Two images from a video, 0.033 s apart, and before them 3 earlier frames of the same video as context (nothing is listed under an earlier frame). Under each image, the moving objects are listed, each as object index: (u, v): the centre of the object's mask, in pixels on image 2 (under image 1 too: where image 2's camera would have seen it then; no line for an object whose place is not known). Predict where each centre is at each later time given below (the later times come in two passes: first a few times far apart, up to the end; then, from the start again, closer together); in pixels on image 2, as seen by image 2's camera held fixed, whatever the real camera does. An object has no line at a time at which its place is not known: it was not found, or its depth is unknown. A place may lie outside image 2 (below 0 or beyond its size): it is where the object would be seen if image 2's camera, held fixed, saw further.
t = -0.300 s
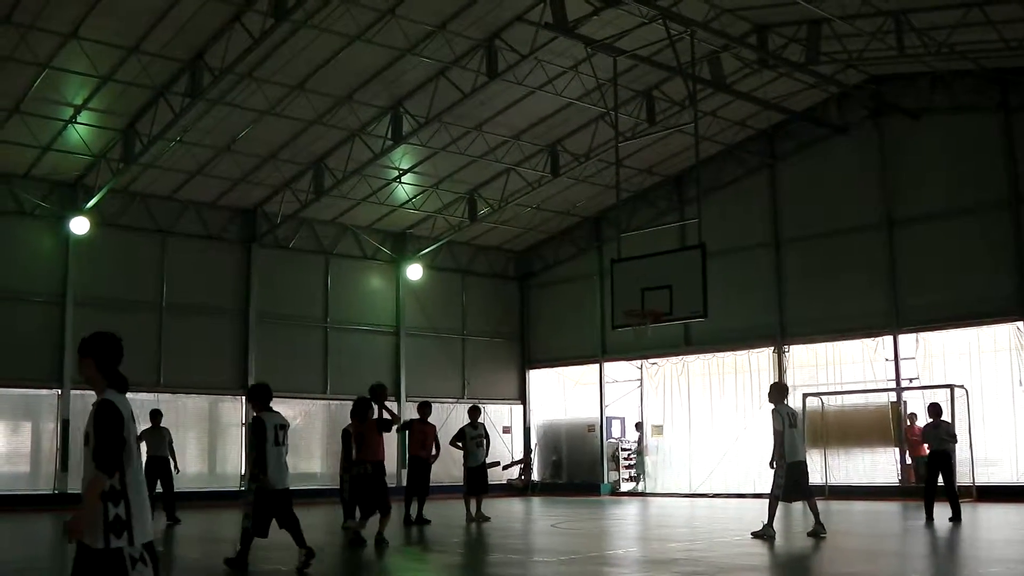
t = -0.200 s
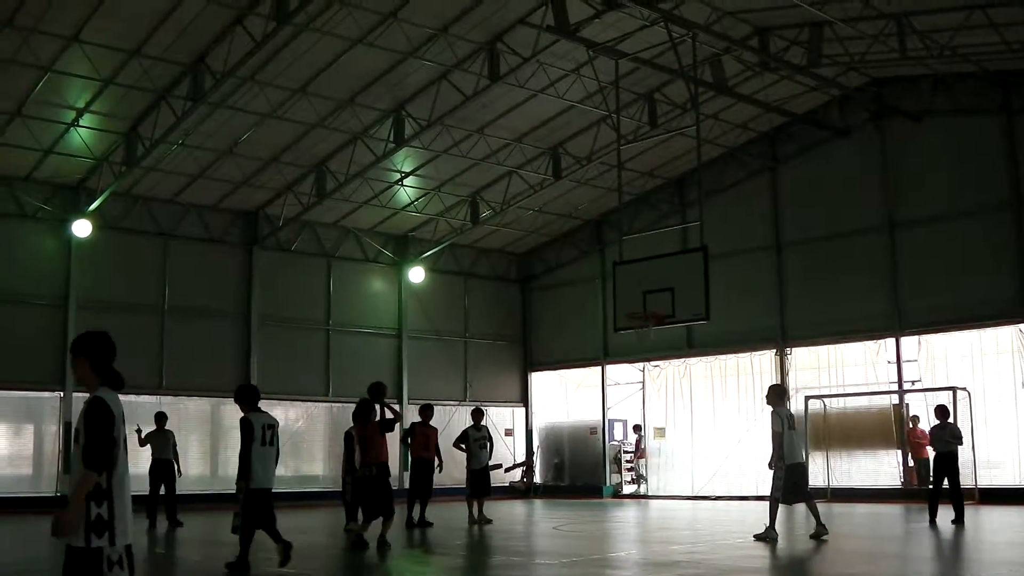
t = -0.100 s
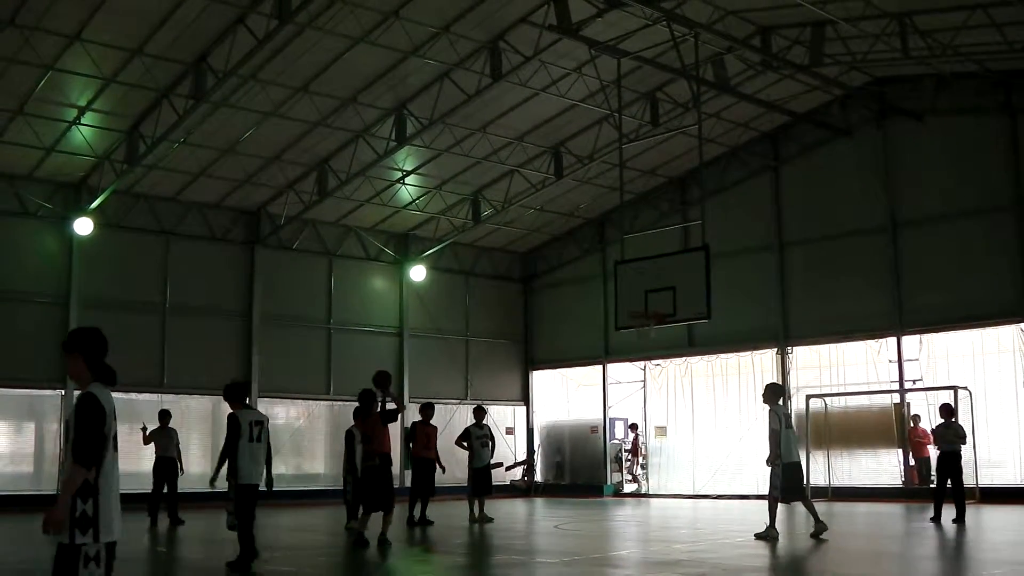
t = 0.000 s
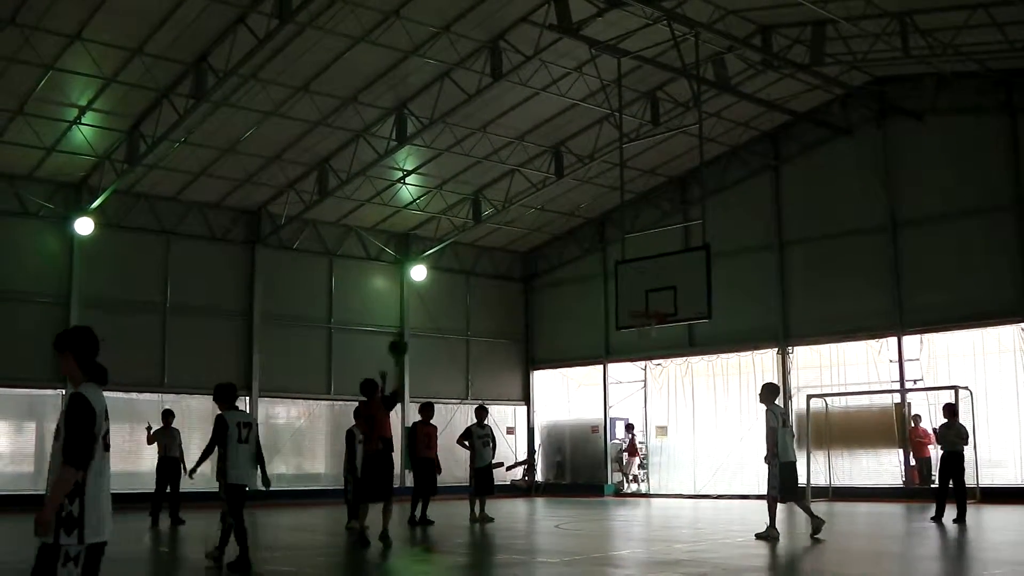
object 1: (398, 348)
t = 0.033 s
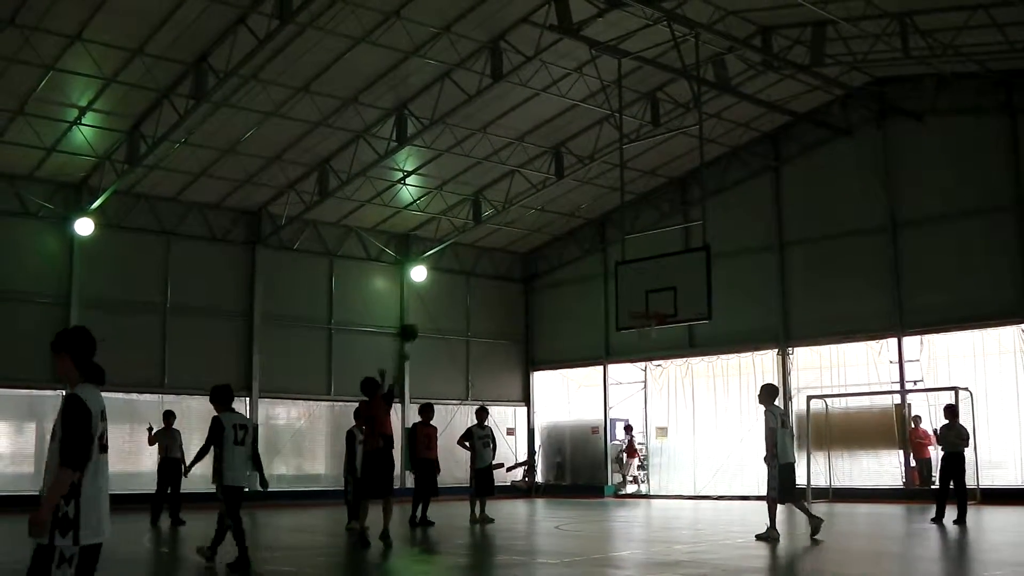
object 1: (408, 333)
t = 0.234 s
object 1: (463, 261)
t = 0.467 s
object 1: (520, 225)
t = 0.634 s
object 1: (558, 223)
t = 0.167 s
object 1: (445, 281)
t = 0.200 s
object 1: (454, 271)
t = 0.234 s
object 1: (463, 261)
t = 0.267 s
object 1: (470, 253)
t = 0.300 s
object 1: (480, 247)
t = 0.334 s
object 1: (488, 241)
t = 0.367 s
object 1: (496, 235)
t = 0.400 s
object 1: (505, 230)
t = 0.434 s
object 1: (512, 227)
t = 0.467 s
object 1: (520, 225)
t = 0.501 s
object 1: (528, 222)
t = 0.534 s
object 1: (536, 221)
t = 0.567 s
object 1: (543, 221)
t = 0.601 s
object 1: (551, 221)
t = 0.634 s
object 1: (558, 223)
